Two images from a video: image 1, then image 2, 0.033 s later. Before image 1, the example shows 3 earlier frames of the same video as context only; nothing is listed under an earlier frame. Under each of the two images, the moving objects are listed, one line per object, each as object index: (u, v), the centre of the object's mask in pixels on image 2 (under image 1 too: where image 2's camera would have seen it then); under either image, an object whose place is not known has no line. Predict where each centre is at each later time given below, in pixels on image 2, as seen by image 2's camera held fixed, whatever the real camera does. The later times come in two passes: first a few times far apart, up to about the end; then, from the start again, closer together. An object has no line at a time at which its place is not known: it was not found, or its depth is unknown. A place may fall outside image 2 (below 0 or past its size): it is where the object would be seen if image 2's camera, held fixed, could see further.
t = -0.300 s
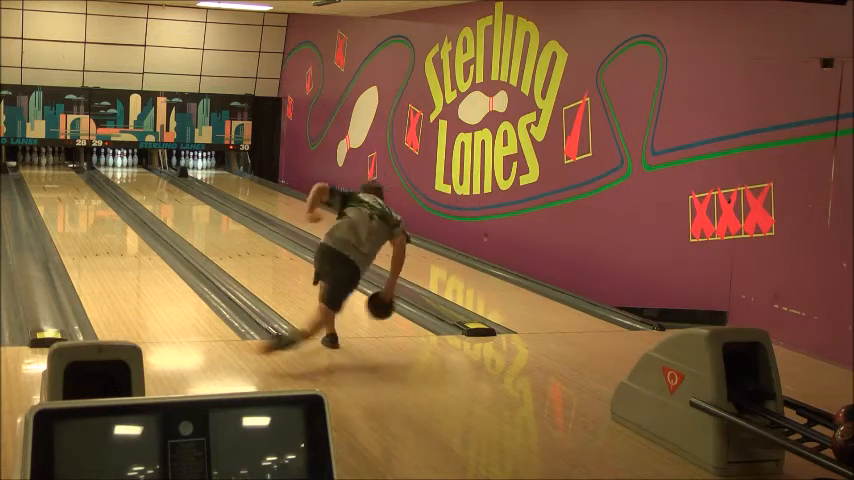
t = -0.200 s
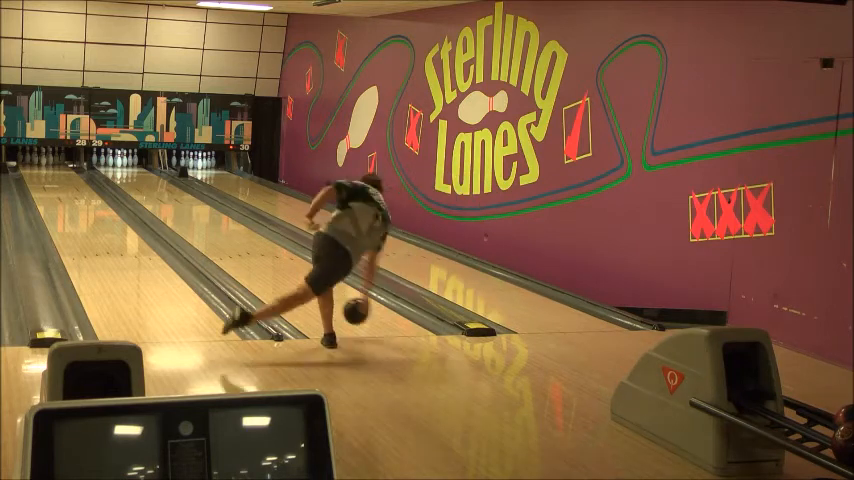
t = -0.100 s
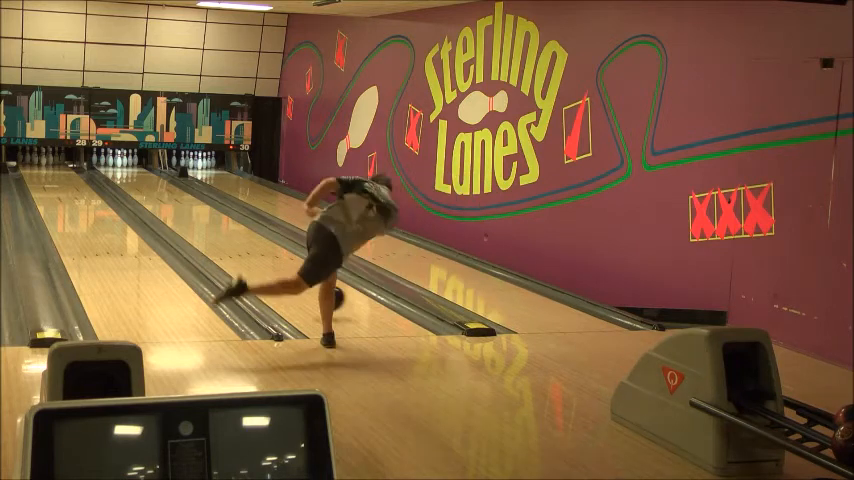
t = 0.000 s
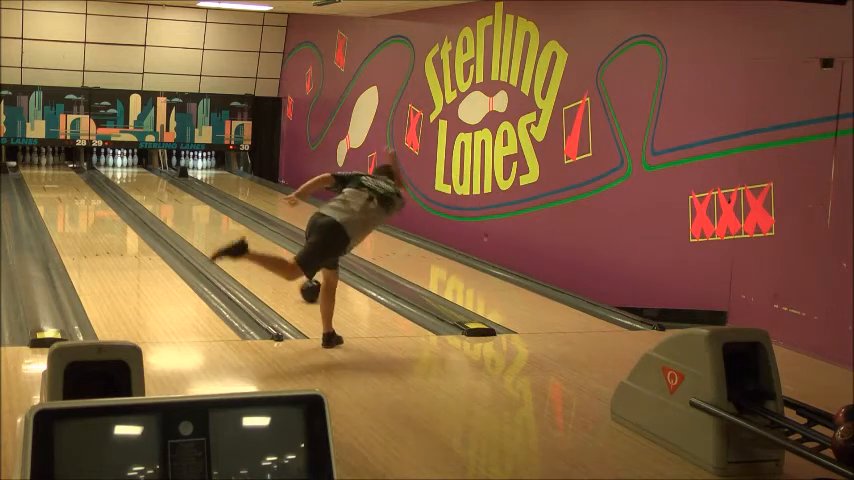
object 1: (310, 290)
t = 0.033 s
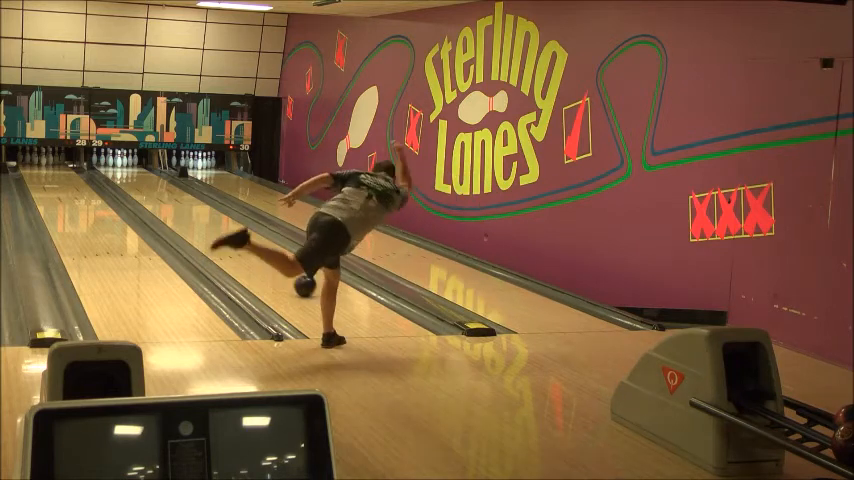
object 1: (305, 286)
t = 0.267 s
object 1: (268, 256)
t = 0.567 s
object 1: (233, 229)
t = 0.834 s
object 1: (209, 211)
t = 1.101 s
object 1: (189, 198)
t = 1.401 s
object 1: (170, 184)
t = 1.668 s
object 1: (153, 176)
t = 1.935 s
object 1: (137, 168)
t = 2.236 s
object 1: (123, 161)
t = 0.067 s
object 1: (299, 283)
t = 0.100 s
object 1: (293, 281)
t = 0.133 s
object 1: (284, 277)
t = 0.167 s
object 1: (279, 274)
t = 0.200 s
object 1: (274, 272)
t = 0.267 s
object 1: (268, 256)
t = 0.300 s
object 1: (264, 253)
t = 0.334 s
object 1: (259, 249)
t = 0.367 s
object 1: (255, 246)
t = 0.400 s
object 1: (251, 243)
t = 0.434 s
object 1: (247, 240)
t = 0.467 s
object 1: (244, 238)
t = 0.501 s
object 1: (240, 235)
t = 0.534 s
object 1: (237, 232)
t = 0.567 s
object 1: (233, 229)
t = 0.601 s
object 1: (230, 227)
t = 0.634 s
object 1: (226, 225)
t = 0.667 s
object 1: (223, 222)
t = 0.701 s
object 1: (220, 220)
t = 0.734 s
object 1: (217, 218)
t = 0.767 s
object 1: (214, 215)
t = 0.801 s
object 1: (212, 213)
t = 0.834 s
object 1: (209, 211)
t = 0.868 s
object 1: (206, 210)
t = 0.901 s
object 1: (204, 207)
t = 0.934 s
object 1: (201, 206)
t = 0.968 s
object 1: (198, 204)
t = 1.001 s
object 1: (196, 202)
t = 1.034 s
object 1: (194, 200)
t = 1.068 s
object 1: (192, 199)
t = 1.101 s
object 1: (189, 198)
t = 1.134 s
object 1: (187, 196)
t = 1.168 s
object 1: (185, 194)
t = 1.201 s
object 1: (182, 193)
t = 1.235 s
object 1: (180, 191)
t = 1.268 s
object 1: (178, 190)
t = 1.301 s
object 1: (176, 188)
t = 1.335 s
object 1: (174, 187)
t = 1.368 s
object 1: (172, 186)
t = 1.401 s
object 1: (170, 184)
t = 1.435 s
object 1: (168, 183)
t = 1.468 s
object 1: (166, 182)
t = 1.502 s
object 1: (163, 181)
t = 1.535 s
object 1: (162, 180)
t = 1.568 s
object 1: (160, 179)
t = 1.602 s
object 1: (157, 178)
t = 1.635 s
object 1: (155, 177)
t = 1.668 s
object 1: (153, 176)
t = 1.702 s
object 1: (151, 174)
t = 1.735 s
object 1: (149, 173)
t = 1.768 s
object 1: (147, 172)
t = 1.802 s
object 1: (145, 172)
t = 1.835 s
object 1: (143, 171)
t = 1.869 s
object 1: (140, 170)
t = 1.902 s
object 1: (139, 169)
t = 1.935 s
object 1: (137, 168)
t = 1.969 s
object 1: (135, 168)
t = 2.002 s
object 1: (132, 167)
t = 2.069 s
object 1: (128, 164)
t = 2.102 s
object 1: (126, 163)
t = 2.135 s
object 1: (124, 163)
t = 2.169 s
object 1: (124, 162)
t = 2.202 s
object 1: (124, 162)
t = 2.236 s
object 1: (123, 161)
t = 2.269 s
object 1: (122, 162)
